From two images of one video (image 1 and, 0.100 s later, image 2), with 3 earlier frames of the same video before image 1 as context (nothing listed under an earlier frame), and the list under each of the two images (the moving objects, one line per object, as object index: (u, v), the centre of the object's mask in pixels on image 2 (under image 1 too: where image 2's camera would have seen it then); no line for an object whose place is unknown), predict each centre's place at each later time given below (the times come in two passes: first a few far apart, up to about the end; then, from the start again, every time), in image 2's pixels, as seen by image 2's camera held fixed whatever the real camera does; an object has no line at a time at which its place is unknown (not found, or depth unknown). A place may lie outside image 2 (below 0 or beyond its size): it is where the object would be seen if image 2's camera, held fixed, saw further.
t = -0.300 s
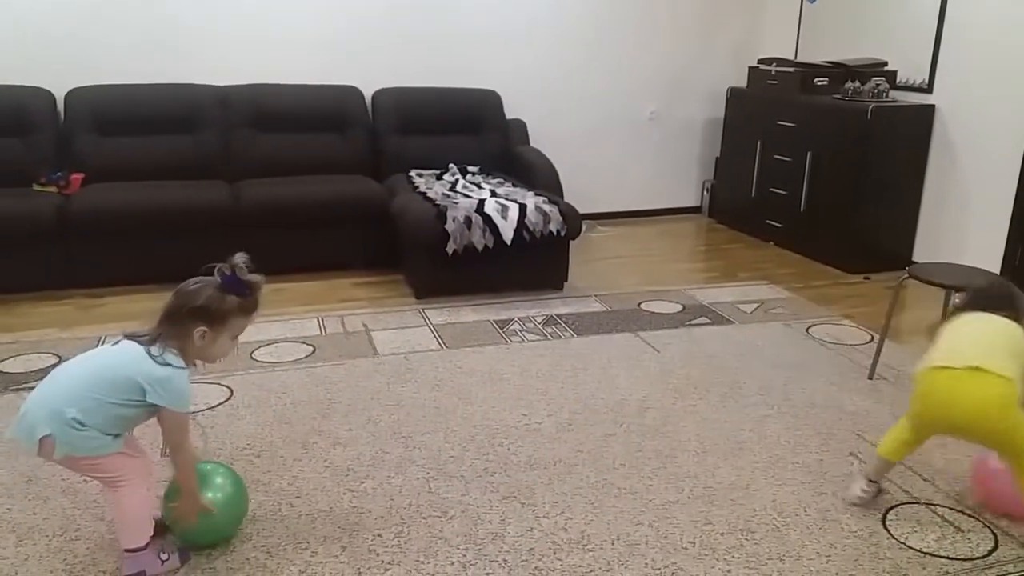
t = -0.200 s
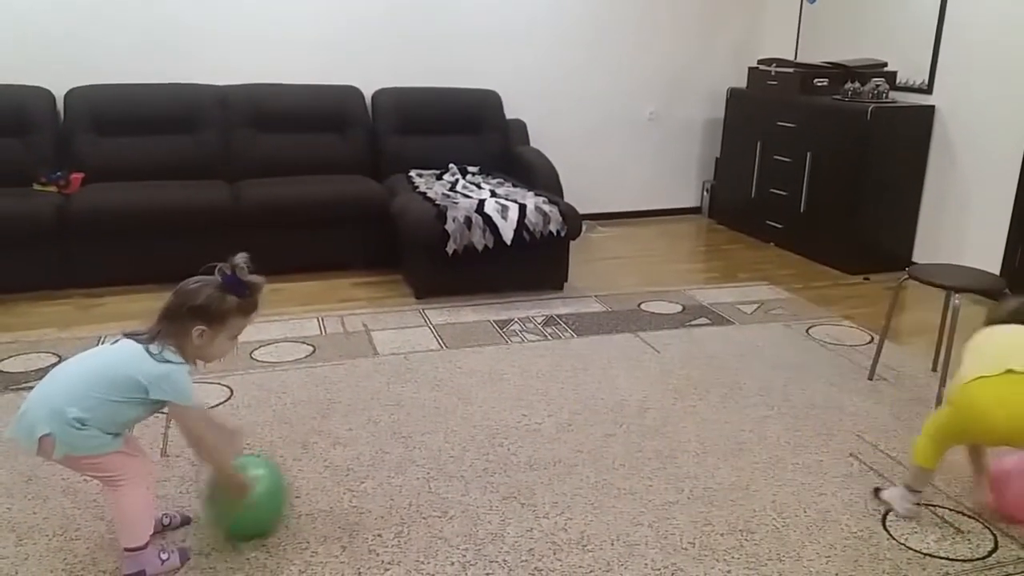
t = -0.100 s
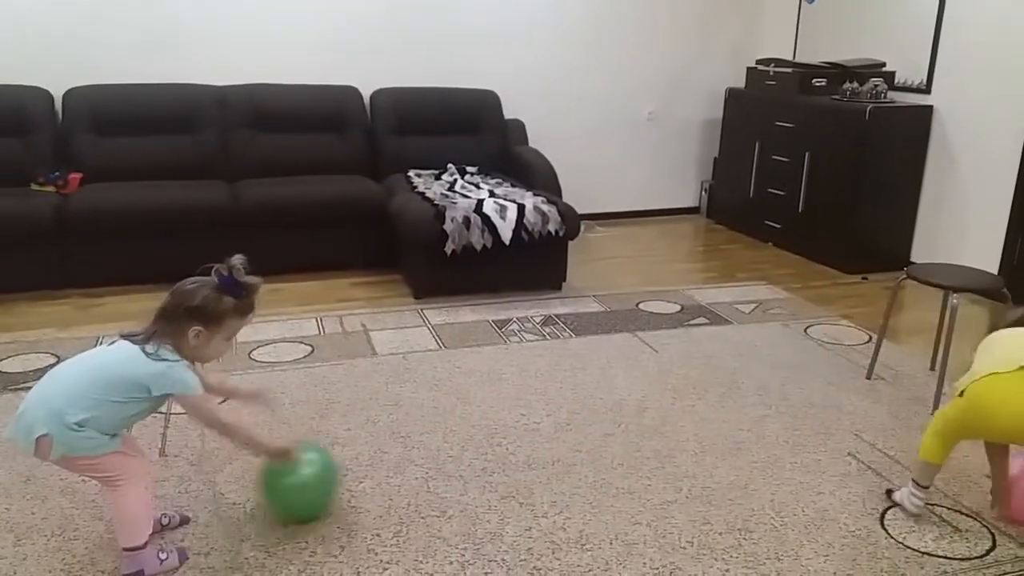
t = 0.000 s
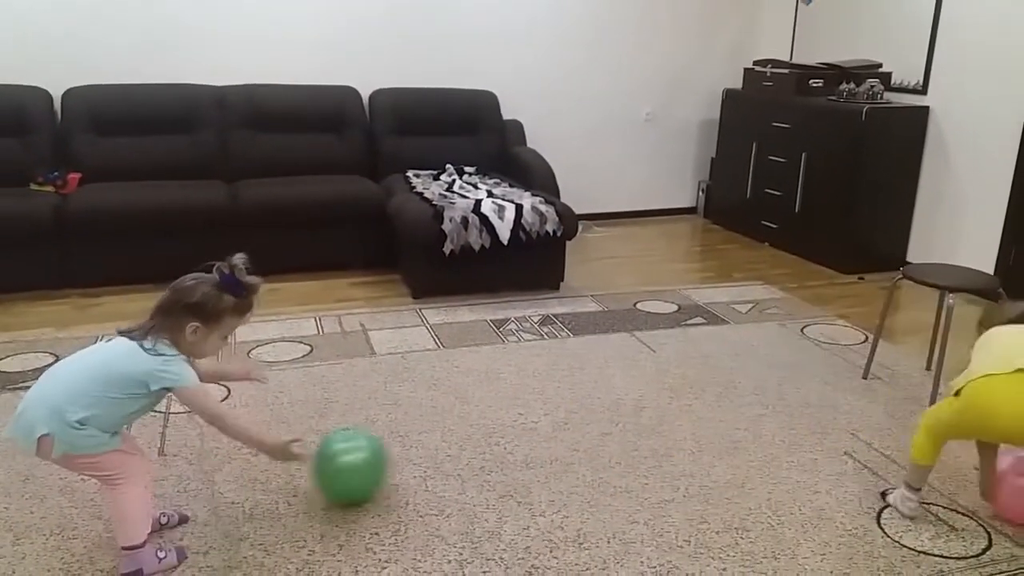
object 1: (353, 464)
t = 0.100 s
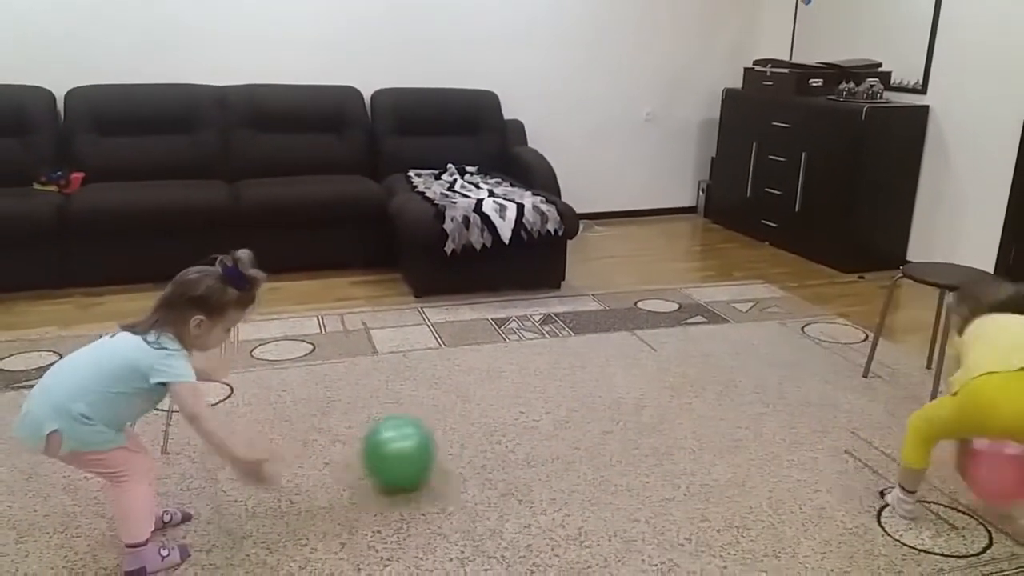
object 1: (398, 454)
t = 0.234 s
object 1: (453, 440)
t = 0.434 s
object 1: (525, 423)
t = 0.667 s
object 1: (601, 408)
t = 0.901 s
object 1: (665, 394)
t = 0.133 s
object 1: (413, 450)
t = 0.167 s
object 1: (426, 447)
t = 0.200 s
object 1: (439, 445)
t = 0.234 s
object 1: (453, 440)
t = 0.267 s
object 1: (464, 439)
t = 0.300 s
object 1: (477, 435)
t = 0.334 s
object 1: (490, 432)
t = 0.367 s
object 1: (502, 429)
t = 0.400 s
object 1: (514, 426)
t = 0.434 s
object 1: (525, 423)
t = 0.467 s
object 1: (537, 421)
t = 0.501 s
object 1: (548, 418)
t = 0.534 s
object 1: (560, 416)
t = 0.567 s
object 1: (571, 413)
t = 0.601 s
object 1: (581, 412)
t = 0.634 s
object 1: (591, 410)
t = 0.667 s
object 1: (601, 408)
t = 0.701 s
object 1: (611, 406)
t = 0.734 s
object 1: (621, 403)
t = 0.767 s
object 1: (630, 401)
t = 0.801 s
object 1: (639, 399)
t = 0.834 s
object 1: (648, 398)
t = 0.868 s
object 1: (657, 396)
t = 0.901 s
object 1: (665, 394)
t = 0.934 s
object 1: (671, 393)
